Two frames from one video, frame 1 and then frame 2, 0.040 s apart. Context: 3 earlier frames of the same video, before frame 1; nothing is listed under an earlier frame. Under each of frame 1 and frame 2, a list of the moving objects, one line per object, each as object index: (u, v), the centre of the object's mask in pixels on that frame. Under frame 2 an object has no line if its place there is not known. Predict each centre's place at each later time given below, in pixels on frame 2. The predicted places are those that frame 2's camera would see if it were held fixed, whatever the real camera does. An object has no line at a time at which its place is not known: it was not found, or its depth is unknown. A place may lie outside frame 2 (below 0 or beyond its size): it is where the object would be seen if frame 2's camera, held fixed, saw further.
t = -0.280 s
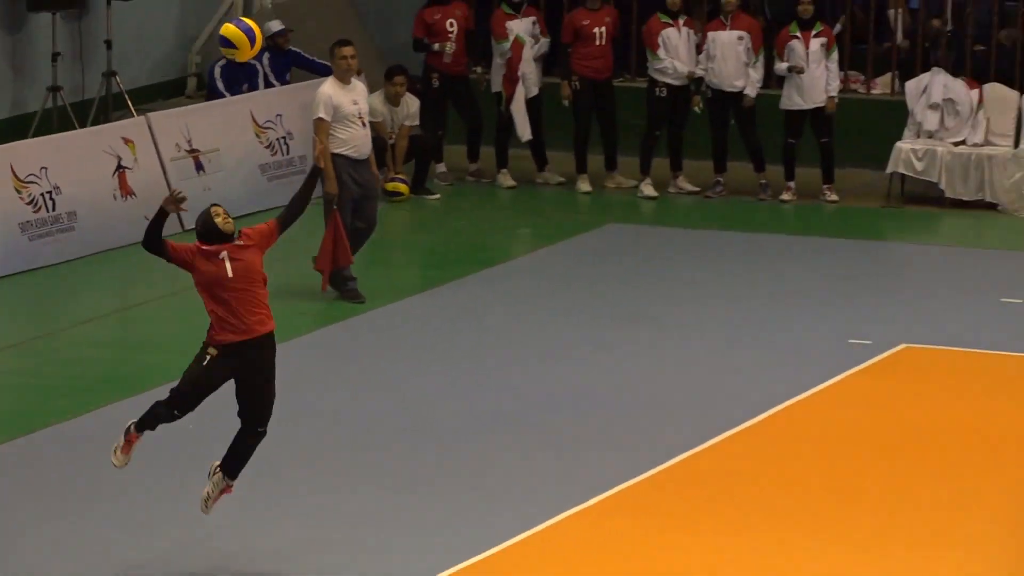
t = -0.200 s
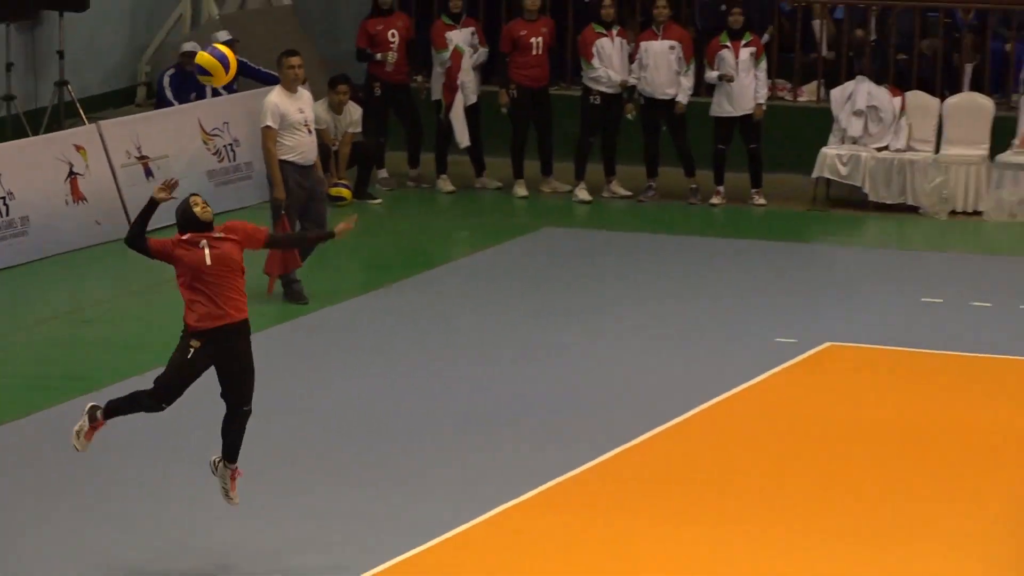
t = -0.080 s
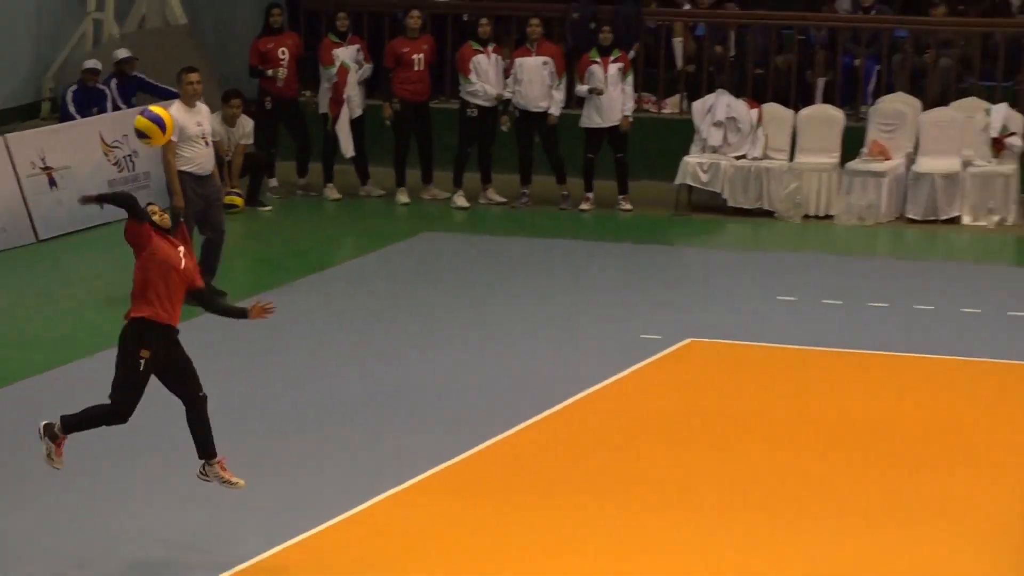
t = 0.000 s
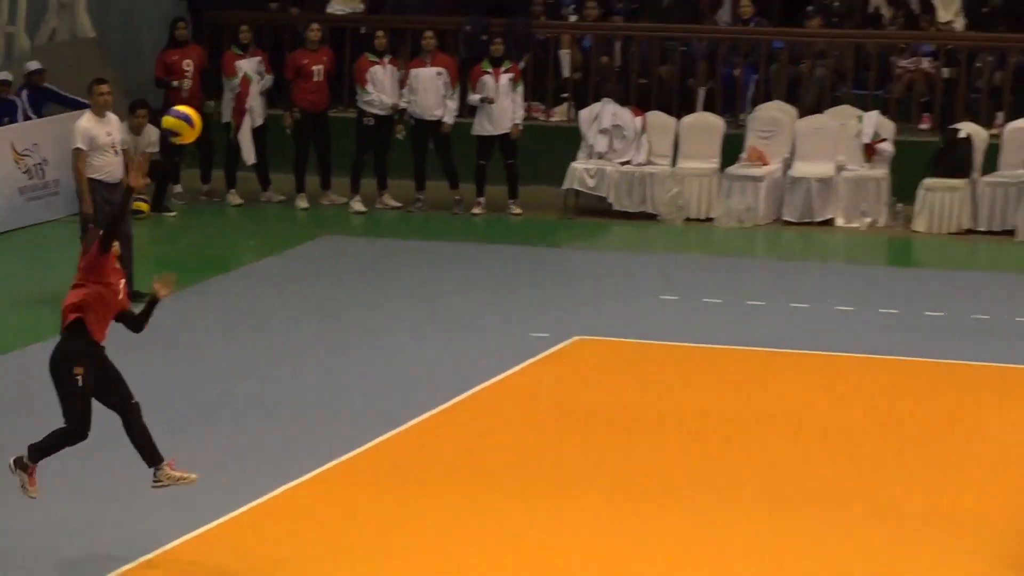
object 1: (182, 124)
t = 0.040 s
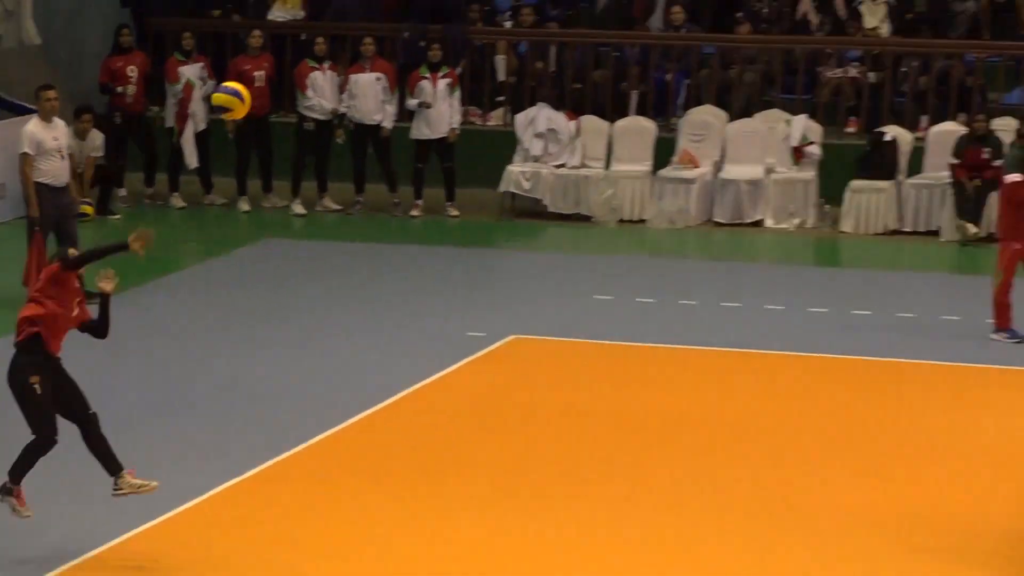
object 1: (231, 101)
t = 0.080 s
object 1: (338, 74)
